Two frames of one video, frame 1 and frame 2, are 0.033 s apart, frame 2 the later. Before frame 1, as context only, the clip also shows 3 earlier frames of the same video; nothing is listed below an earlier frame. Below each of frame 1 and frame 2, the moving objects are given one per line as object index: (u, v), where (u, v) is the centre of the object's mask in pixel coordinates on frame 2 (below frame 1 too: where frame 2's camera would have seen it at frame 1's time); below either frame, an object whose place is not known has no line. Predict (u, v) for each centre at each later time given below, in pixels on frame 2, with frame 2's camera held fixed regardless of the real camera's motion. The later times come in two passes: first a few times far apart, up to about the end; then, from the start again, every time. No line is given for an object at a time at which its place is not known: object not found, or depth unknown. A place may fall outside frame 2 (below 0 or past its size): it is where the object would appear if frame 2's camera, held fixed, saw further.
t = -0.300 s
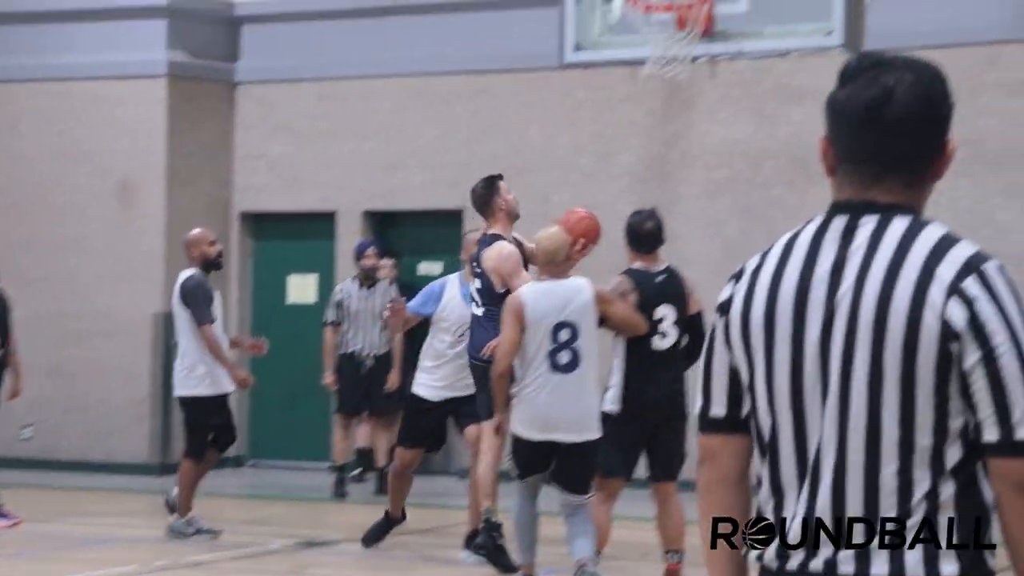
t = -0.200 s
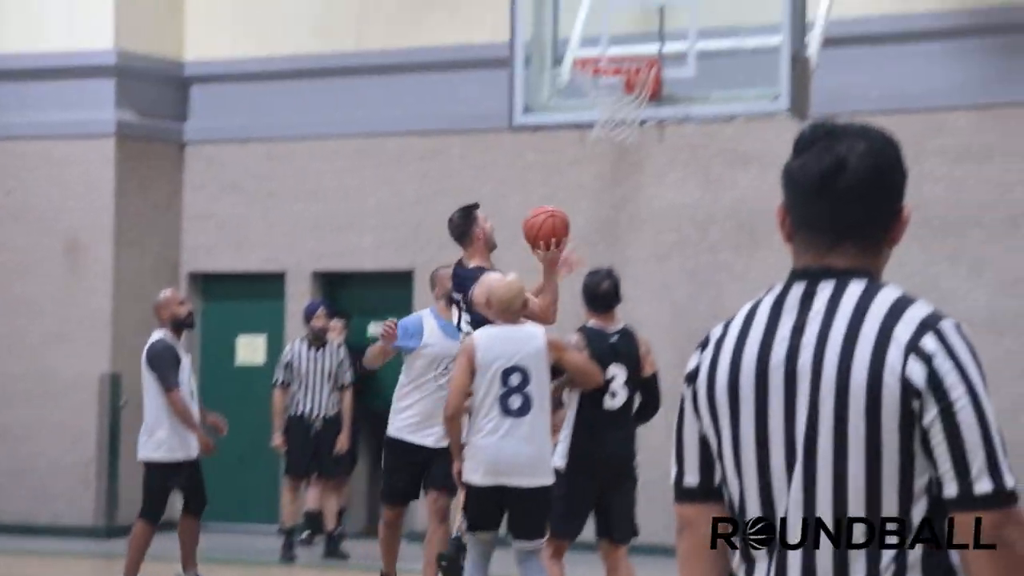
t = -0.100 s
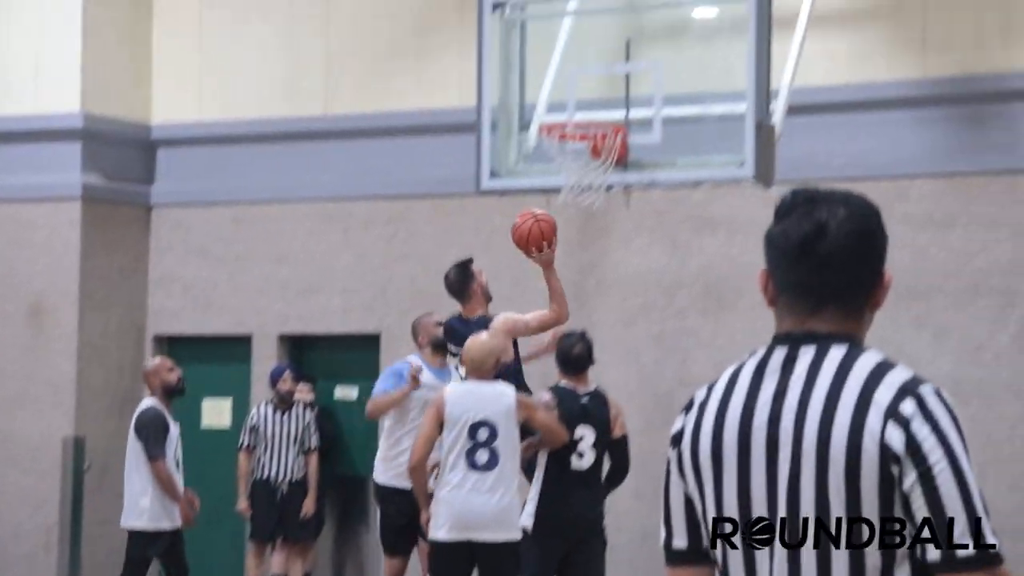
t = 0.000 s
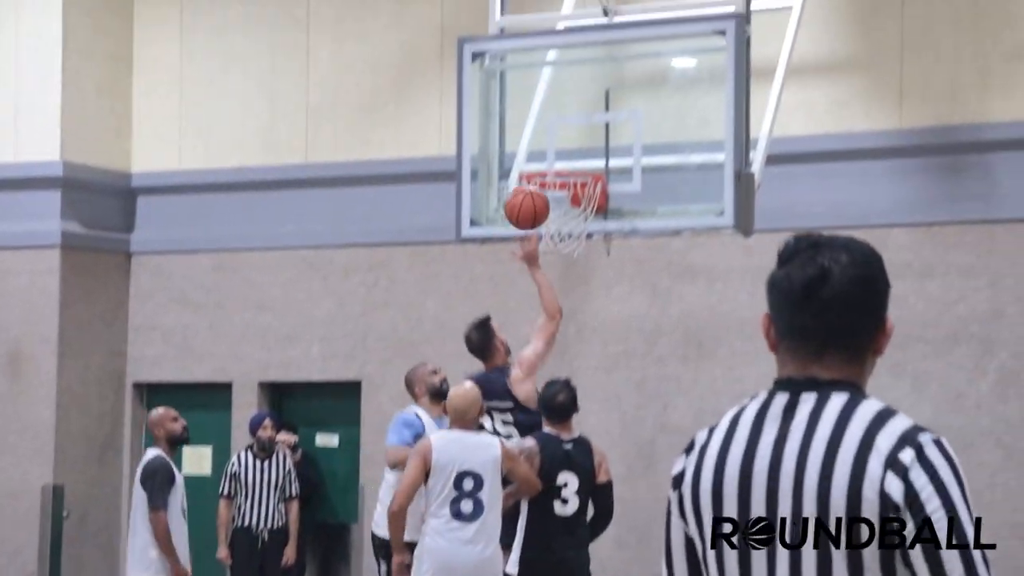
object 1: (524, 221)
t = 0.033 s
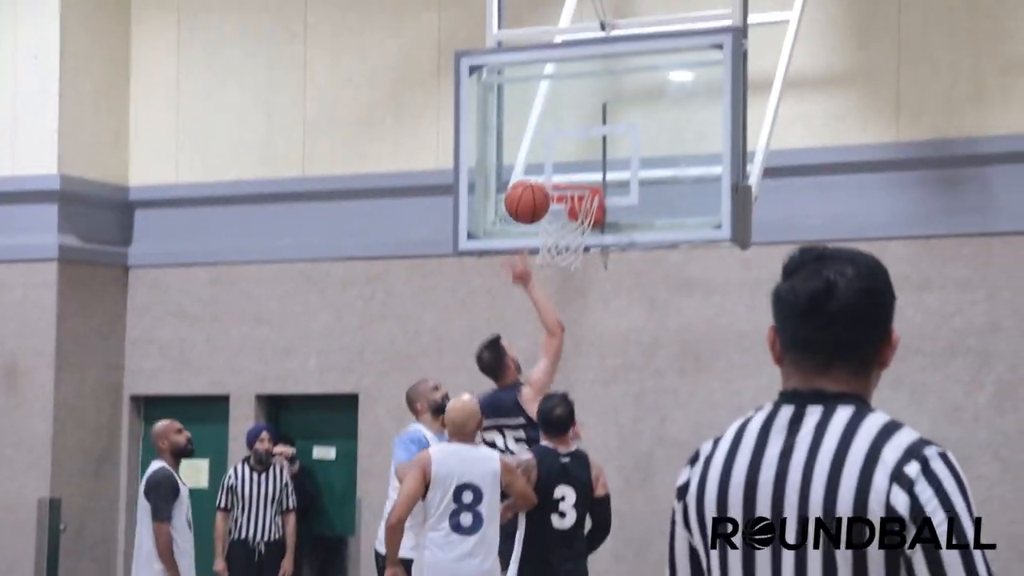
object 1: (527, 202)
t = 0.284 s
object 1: (545, 130)
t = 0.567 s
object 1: (565, 176)
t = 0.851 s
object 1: (567, 276)
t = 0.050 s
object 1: (528, 193)
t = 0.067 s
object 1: (530, 185)
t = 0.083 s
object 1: (531, 178)
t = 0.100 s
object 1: (532, 171)
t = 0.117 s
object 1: (533, 164)
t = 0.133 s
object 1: (534, 159)
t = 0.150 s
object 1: (535, 154)
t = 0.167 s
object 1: (537, 149)
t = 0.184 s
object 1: (538, 144)
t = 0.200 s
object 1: (539, 141)
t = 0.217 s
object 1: (540, 138)
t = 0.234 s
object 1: (541, 135)
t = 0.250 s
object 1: (543, 133)
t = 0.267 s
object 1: (544, 131)
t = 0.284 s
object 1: (545, 130)
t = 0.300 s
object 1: (547, 129)
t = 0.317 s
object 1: (548, 129)
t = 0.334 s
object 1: (549, 129)
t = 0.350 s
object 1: (550, 130)
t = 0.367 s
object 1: (552, 131)
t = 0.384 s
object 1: (553, 132)
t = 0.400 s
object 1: (554, 134)
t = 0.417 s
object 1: (555, 137)
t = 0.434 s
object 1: (556, 139)
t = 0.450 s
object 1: (557, 143)
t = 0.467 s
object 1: (558, 147)
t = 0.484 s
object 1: (560, 151)
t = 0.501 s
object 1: (561, 156)
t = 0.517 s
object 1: (562, 161)
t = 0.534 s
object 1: (563, 166)
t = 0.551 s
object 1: (564, 171)
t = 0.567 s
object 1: (565, 176)
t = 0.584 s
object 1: (567, 179)
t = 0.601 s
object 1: (566, 189)
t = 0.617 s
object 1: (568, 201)
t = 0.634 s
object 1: (565, 211)
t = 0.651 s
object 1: (567, 216)
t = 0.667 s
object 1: (571, 224)
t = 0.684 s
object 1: (568, 227)
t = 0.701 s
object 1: (573, 237)
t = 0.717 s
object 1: (572, 243)
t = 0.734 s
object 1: (572, 245)
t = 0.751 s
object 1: (570, 248)
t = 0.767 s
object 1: (570, 256)
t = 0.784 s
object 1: (569, 257)
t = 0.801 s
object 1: (569, 261)
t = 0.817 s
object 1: (568, 266)
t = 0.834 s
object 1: (568, 271)
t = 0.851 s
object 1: (567, 276)
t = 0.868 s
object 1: (566, 282)
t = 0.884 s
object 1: (565, 289)
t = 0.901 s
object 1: (565, 296)
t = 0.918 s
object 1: (564, 304)
